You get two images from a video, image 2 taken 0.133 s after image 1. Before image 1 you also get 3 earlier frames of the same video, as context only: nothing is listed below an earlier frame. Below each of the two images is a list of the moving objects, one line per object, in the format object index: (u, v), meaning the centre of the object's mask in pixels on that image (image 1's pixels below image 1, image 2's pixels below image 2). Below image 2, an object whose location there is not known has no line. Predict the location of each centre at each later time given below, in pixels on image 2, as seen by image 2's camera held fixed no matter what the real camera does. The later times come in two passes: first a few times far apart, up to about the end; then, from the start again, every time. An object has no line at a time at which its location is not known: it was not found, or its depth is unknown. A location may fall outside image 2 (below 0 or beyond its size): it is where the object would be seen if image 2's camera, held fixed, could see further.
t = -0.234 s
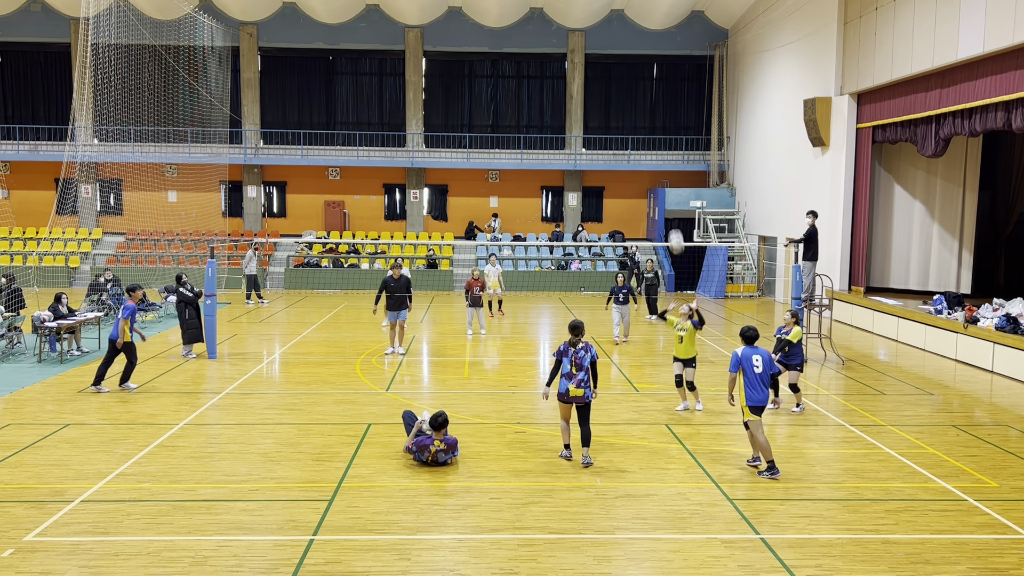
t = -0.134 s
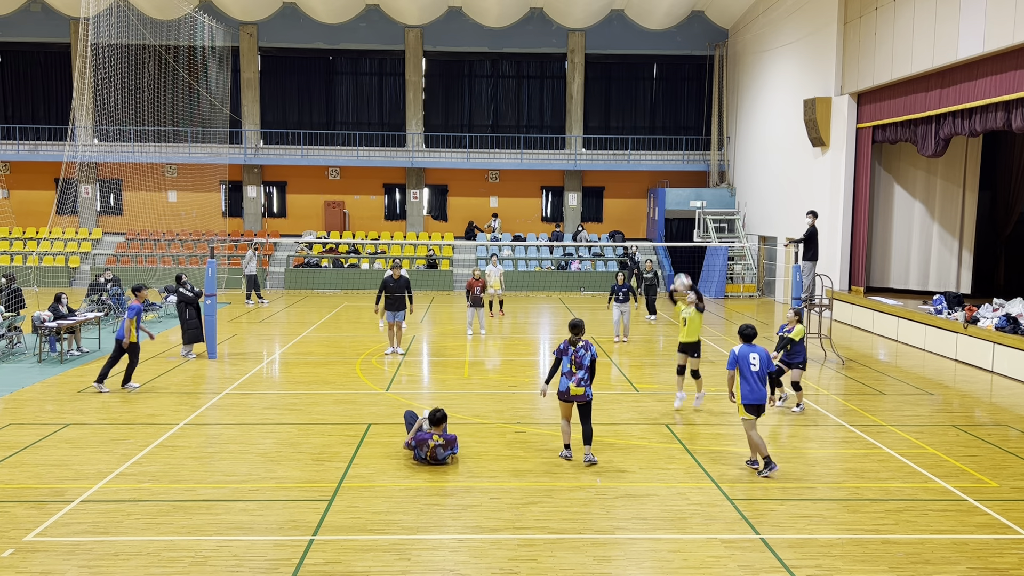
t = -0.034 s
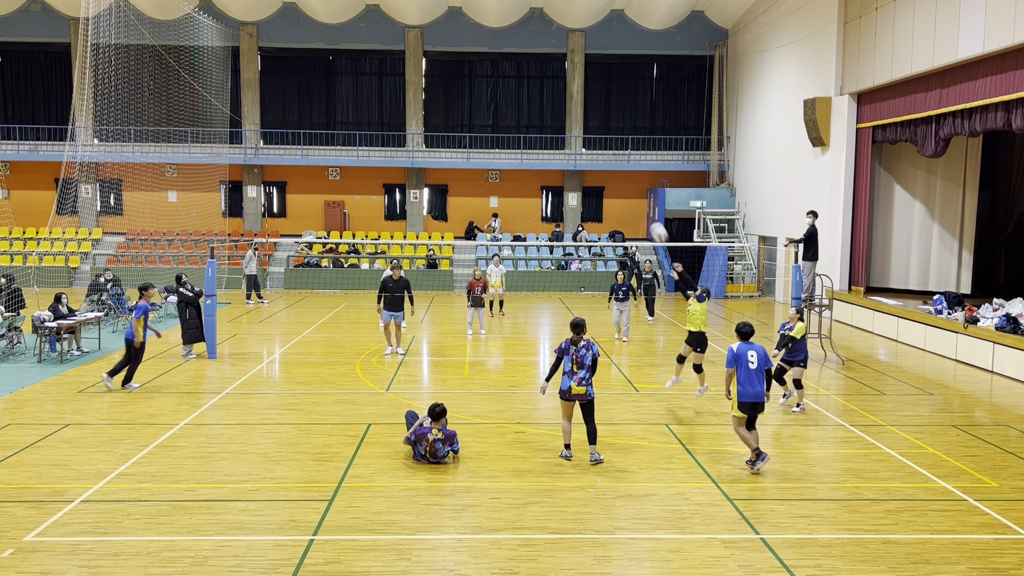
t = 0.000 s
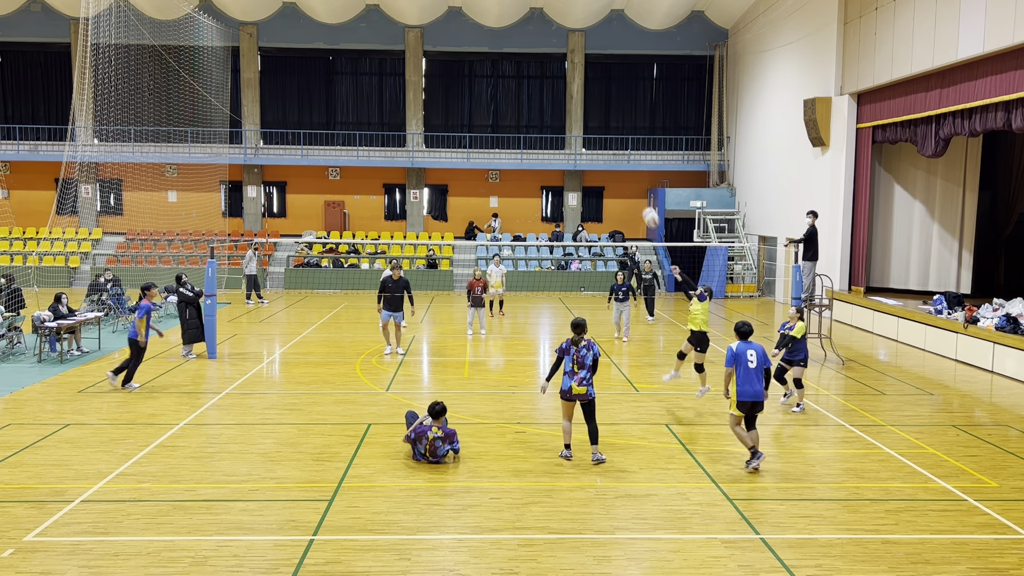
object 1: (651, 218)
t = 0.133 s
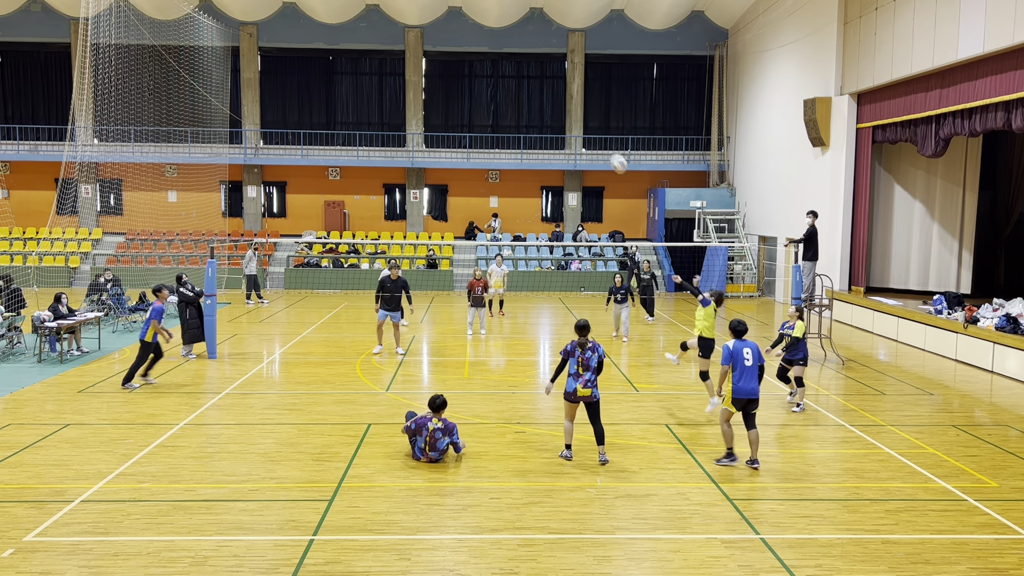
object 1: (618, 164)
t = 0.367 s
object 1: (563, 102)
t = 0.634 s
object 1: (503, 82)
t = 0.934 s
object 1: (440, 117)
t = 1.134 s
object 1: (403, 170)
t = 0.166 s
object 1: (610, 151)
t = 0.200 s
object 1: (602, 141)
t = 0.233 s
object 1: (594, 132)
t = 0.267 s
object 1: (587, 124)
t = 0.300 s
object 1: (578, 115)
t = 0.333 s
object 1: (571, 108)
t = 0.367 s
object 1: (563, 102)
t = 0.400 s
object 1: (555, 97)
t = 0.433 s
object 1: (547, 93)
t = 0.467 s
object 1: (540, 89)
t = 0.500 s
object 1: (532, 86)
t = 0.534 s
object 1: (525, 84)
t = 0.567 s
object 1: (517, 83)
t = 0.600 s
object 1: (510, 82)
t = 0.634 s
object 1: (503, 82)
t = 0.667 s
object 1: (495, 83)
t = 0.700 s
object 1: (488, 85)
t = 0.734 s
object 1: (481, 87)
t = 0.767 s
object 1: (474, 91)
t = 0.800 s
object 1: (467, 95)
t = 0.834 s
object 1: (460, 99)
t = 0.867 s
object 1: (453, 104)
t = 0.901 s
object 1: (446, 111)
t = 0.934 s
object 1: (440, 117)
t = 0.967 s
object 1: (433, 124)
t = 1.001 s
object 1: (427, 133)
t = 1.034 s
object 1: (421, 140)
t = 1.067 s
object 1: (415, 149)
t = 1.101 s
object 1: (408, 160)
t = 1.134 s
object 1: (403, 170)
